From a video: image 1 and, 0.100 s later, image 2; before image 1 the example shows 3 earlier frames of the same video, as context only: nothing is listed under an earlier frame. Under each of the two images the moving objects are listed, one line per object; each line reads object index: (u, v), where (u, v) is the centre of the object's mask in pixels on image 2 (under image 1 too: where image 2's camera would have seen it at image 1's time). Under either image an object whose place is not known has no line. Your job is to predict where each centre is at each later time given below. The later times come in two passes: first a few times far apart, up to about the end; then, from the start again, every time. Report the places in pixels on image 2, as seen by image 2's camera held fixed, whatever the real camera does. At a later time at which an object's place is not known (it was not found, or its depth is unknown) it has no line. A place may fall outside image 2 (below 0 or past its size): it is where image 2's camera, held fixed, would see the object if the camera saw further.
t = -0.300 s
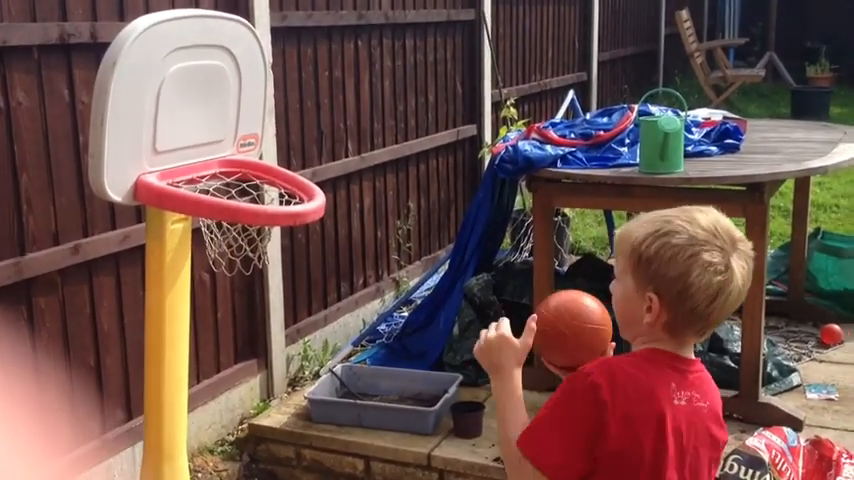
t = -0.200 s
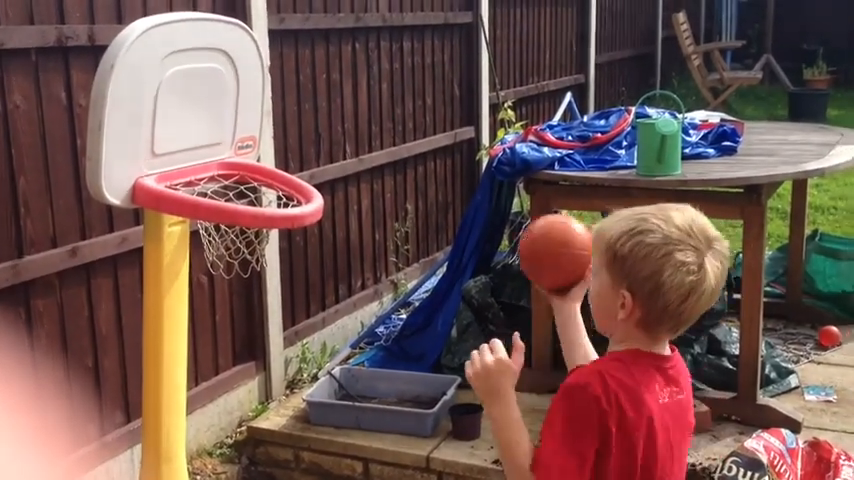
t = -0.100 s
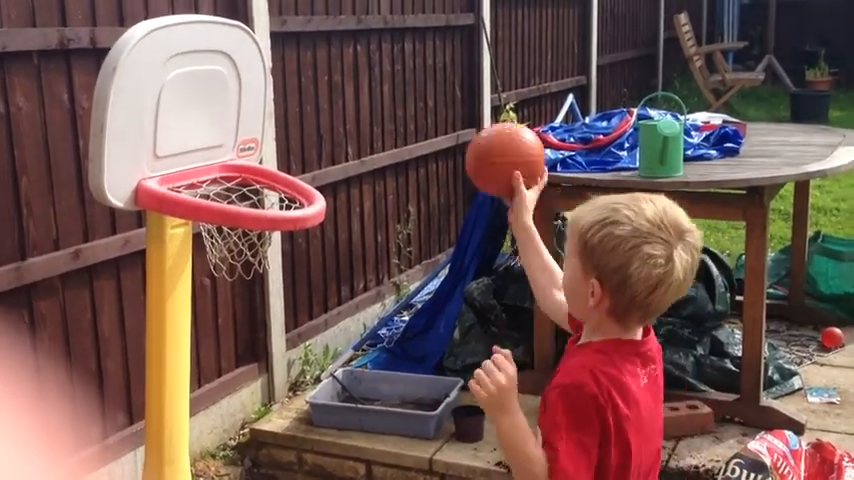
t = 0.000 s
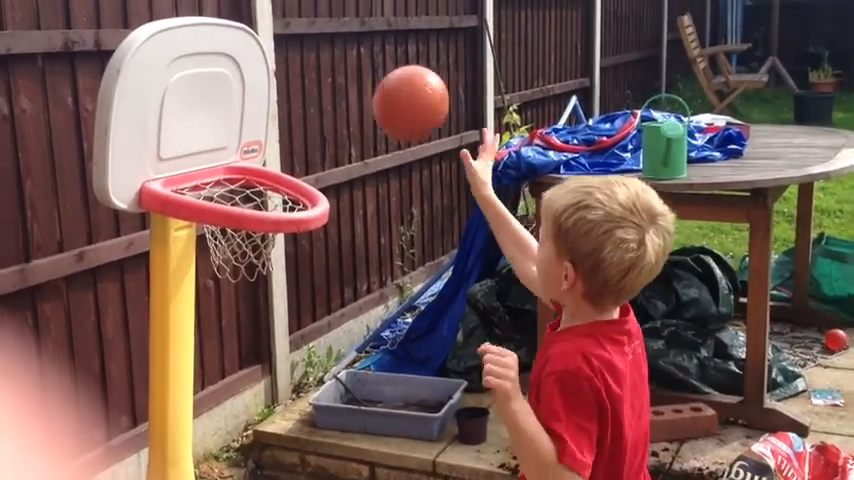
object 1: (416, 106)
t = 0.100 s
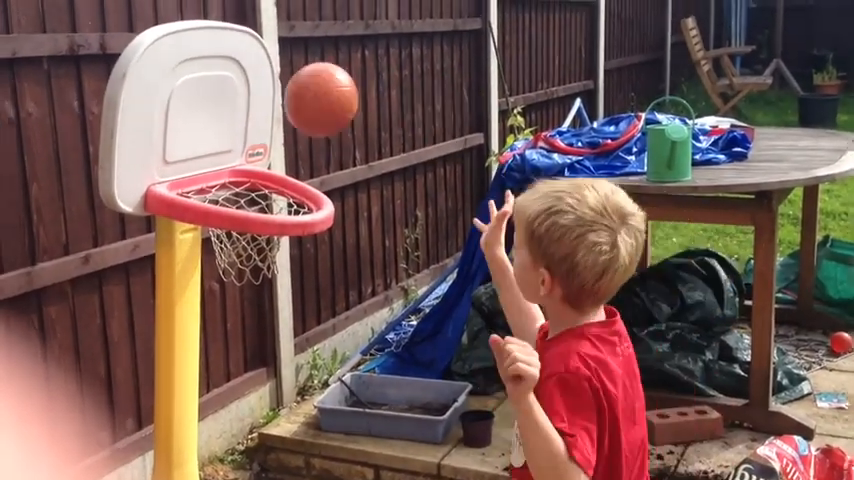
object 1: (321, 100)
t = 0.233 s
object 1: (210, 166)
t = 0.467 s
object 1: (292, 180)
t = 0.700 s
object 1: (319, 158)
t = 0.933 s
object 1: (370, 222)
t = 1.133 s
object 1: (414, 445)
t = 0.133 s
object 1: (292, 108)
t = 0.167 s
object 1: (263, 123)
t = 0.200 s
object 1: (236, 142)
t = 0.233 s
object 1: (210, 166)
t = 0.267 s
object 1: (213, 181)
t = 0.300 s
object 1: (230, 188)
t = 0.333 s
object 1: (250, 191)
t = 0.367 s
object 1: (269, 196)
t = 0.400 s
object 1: (280, 195)
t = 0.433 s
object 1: (287, 189)
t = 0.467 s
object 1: (292, 180)
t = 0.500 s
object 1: (297, 173)
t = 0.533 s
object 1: (300, 169)
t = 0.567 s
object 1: (304, 162)
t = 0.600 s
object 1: (307, 158)
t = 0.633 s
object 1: (310, 157)
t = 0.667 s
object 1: (314, 158)
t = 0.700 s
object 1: (319, 158)
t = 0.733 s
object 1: (325, 159)
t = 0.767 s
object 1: (331, 162)
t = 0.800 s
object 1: (338, 166)
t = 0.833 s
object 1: (346, 172)
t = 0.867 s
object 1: (354, 184)
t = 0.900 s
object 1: (362, 200)
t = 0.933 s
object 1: (370, 222)
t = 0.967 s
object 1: (377, 248)
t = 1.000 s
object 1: (385, 279)
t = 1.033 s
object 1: (392, 314)
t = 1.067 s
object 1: (400, 355)
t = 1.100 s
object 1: (407, 398)
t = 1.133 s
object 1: (414, 445)
